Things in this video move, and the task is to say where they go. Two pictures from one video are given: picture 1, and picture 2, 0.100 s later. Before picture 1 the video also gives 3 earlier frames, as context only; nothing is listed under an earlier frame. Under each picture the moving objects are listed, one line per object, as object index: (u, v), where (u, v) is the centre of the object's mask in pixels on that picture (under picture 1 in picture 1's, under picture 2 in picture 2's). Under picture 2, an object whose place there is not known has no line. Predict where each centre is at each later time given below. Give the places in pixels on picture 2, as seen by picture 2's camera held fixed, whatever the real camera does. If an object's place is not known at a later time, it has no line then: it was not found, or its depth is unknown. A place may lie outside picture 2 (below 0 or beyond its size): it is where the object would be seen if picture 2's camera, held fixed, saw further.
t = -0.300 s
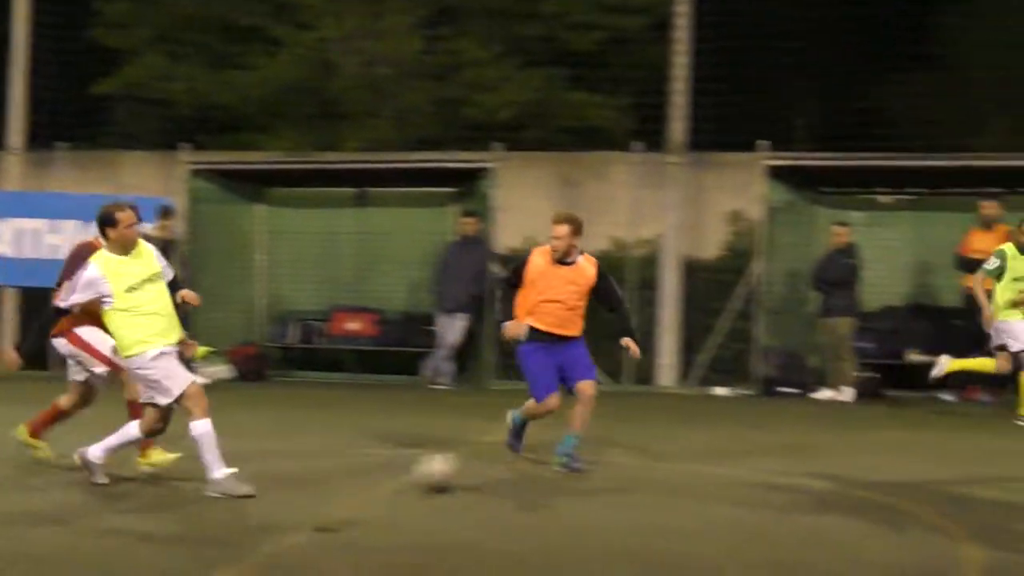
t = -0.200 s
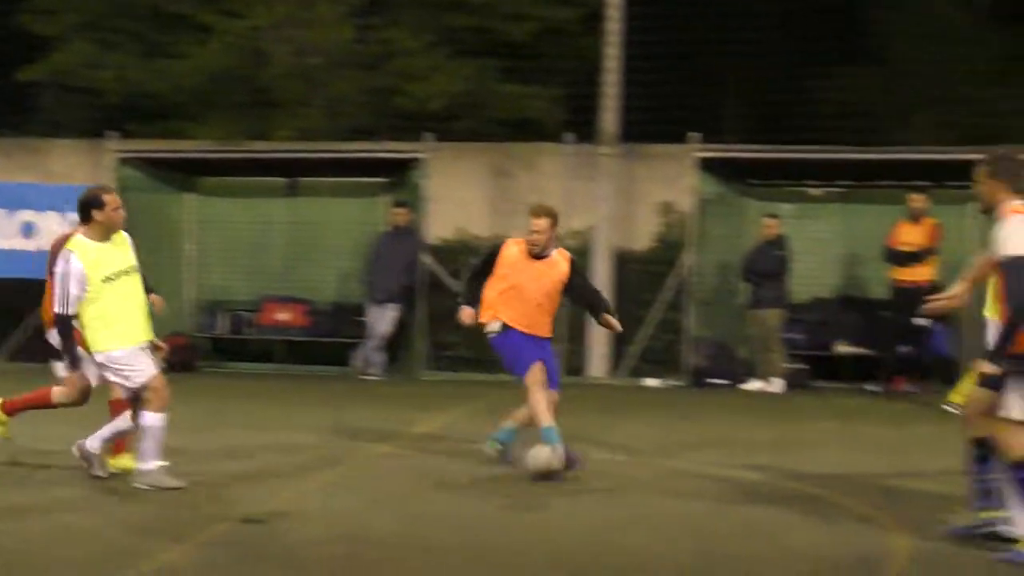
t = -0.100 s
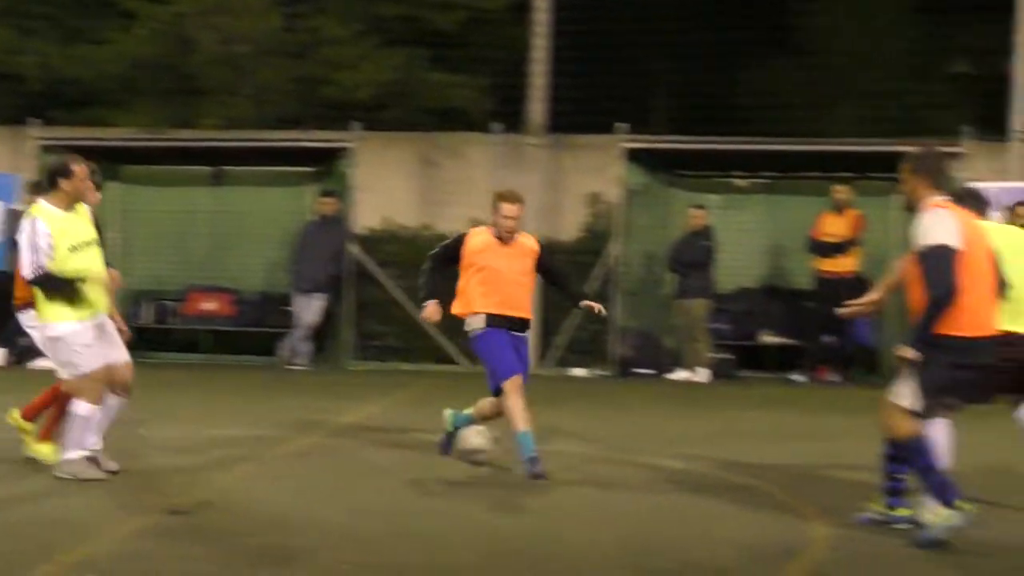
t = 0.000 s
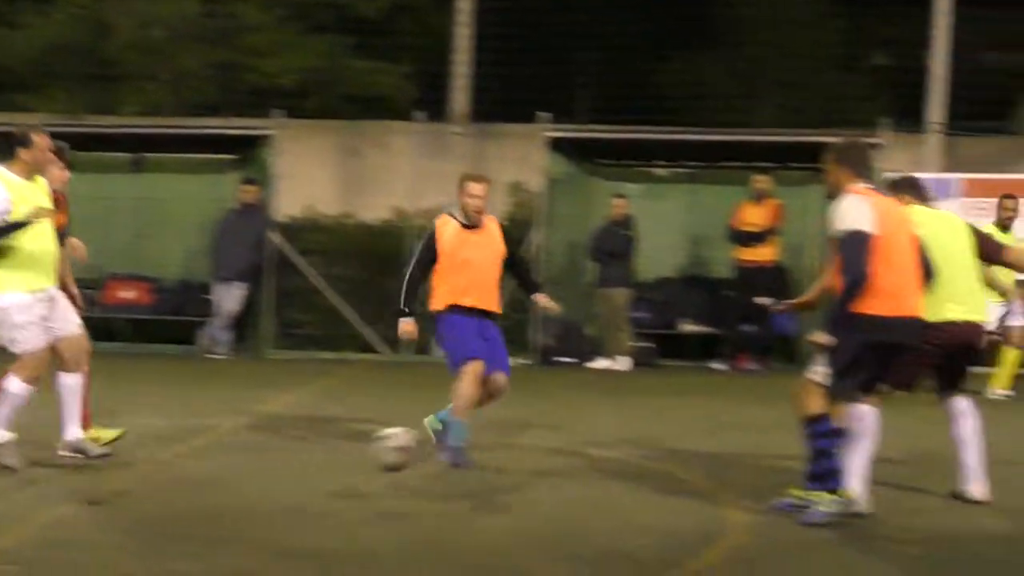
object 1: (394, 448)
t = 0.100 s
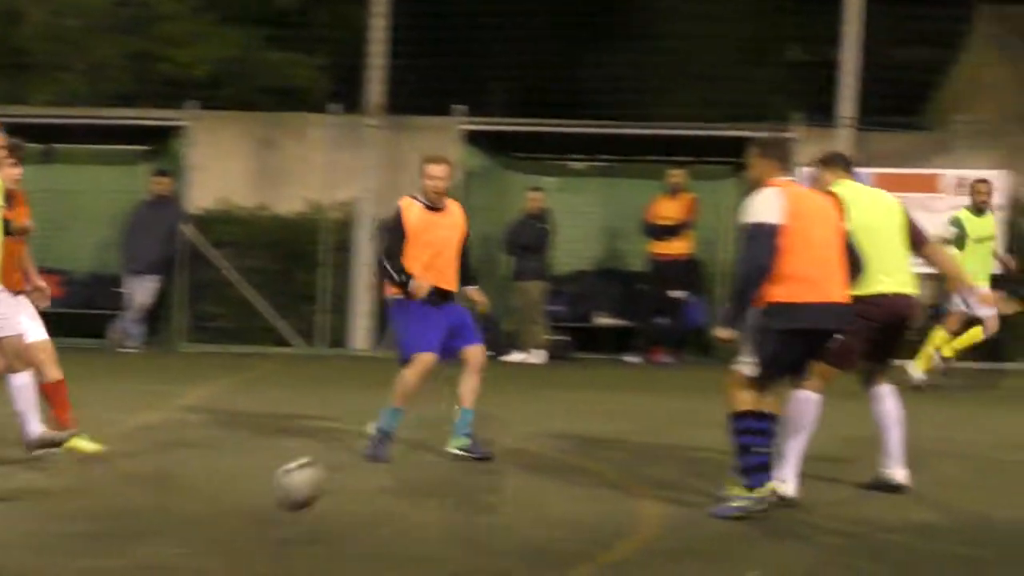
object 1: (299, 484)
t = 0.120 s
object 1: (296, 496)
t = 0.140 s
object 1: (291, 514)
